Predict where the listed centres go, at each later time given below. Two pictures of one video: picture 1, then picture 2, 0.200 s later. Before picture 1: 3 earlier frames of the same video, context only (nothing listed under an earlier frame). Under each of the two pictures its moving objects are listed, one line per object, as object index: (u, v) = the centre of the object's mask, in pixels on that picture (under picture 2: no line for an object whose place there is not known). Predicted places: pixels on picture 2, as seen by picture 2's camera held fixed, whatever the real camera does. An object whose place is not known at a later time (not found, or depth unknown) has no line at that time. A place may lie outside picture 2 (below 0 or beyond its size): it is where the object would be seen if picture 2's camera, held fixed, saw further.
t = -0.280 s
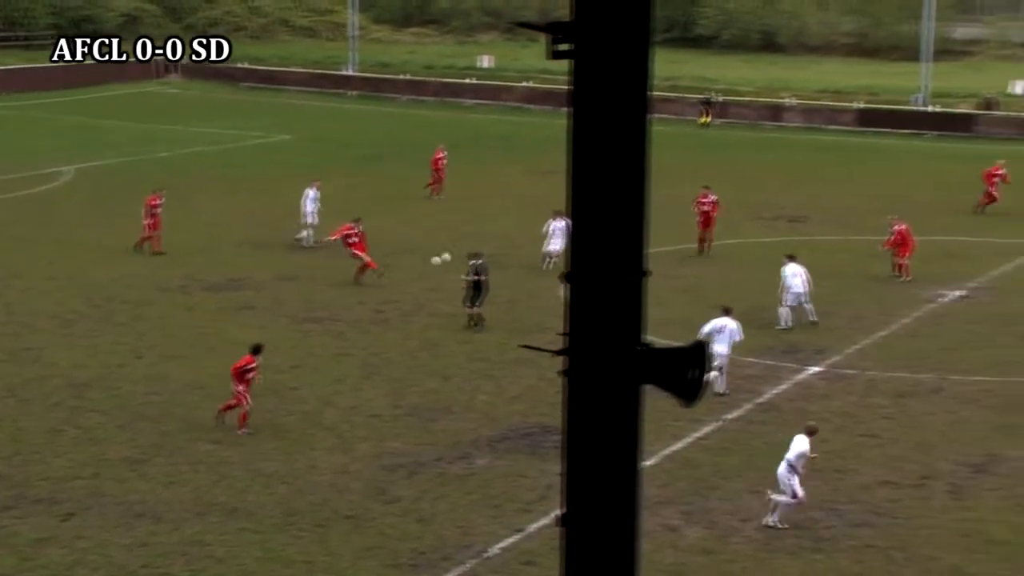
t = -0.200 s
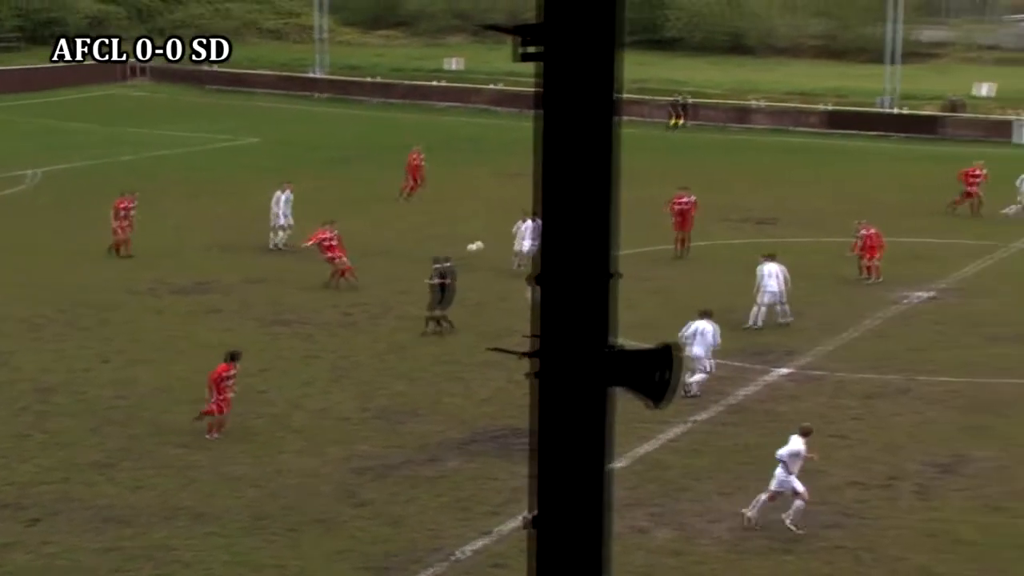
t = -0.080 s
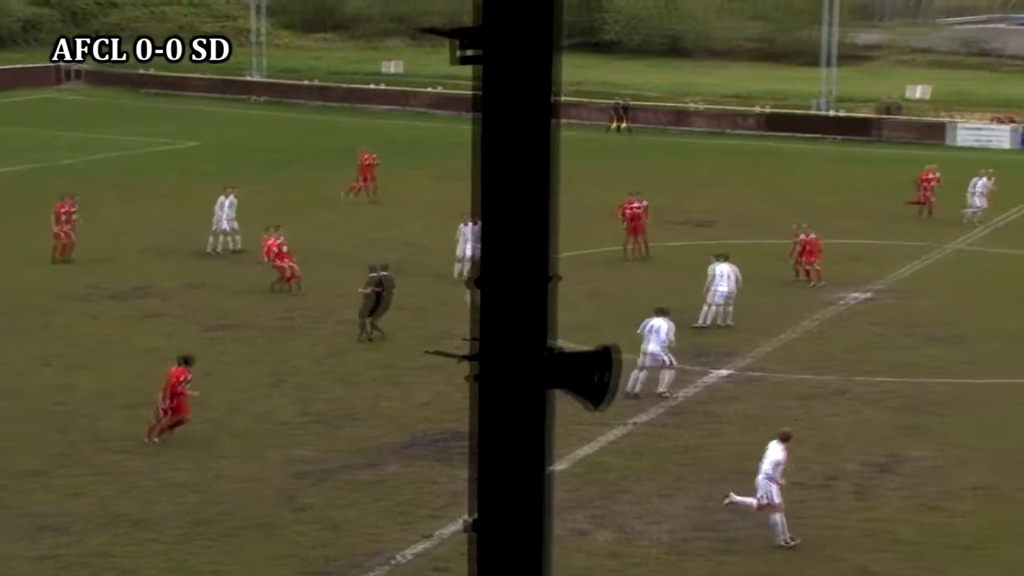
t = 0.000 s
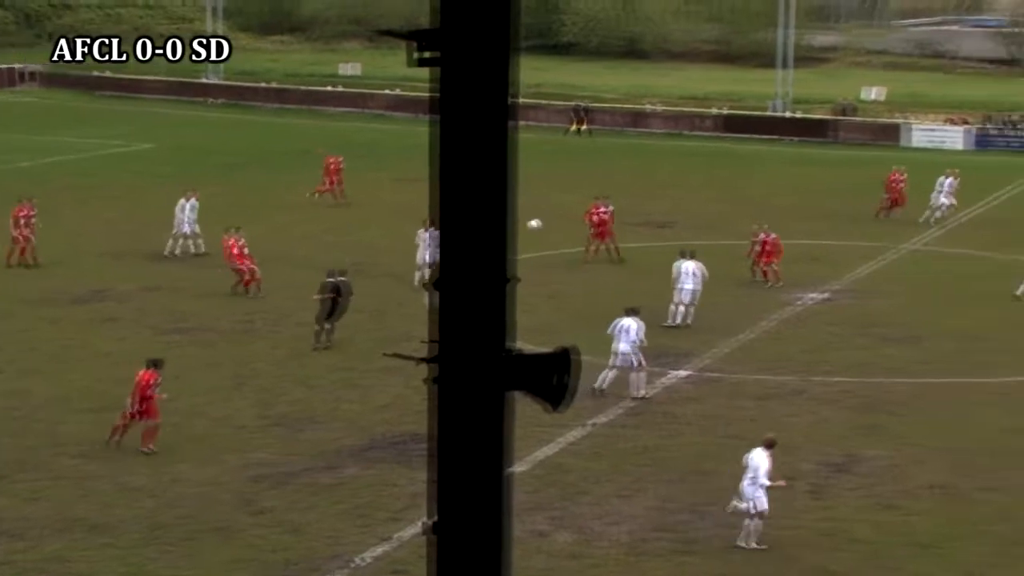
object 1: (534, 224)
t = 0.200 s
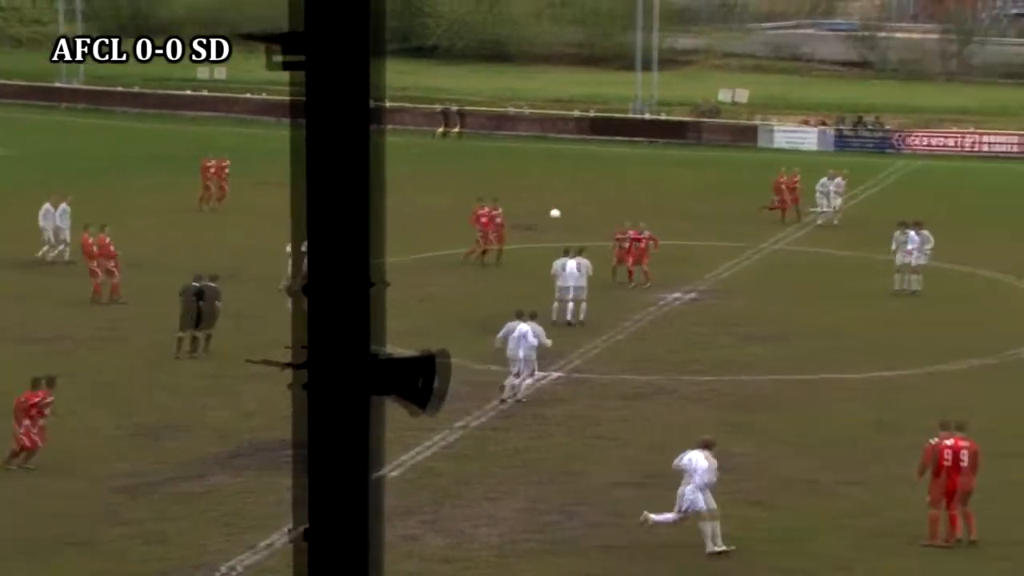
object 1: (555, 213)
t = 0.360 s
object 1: (672, 214)
